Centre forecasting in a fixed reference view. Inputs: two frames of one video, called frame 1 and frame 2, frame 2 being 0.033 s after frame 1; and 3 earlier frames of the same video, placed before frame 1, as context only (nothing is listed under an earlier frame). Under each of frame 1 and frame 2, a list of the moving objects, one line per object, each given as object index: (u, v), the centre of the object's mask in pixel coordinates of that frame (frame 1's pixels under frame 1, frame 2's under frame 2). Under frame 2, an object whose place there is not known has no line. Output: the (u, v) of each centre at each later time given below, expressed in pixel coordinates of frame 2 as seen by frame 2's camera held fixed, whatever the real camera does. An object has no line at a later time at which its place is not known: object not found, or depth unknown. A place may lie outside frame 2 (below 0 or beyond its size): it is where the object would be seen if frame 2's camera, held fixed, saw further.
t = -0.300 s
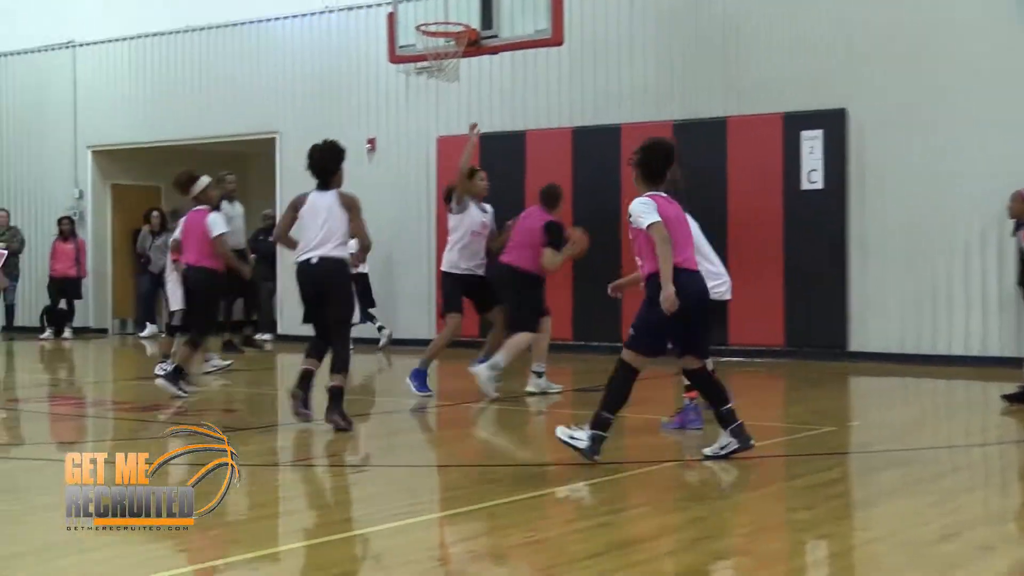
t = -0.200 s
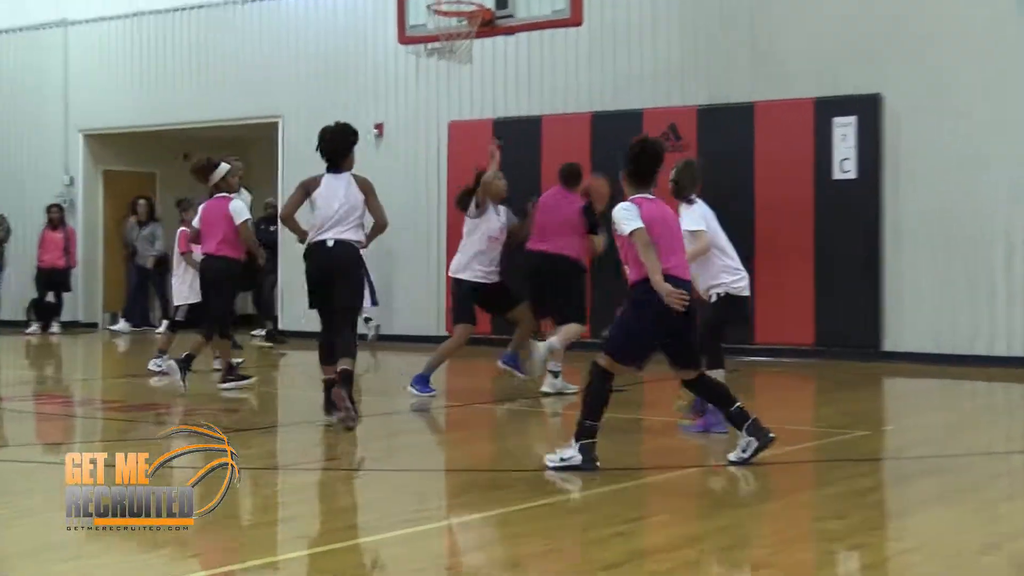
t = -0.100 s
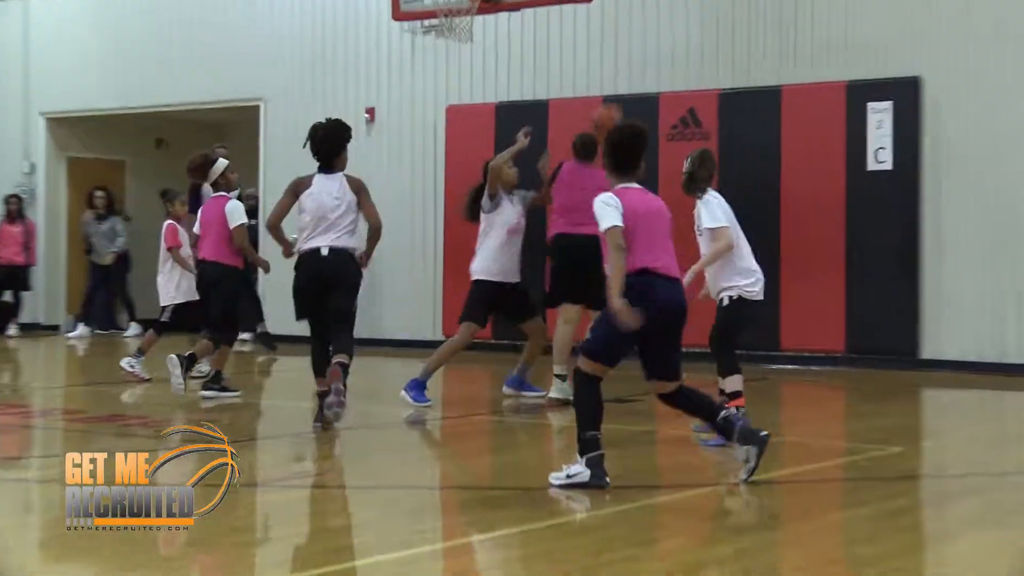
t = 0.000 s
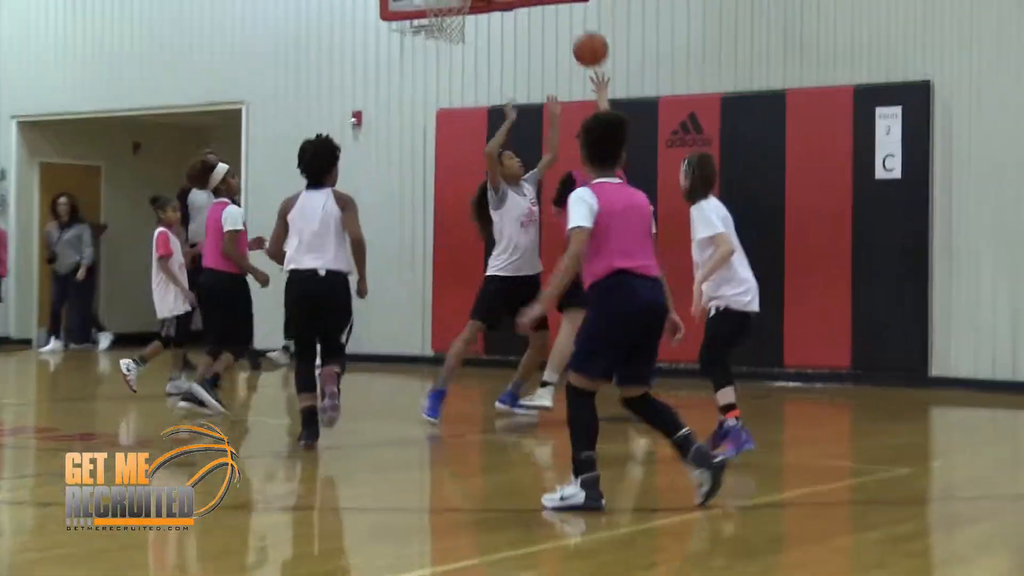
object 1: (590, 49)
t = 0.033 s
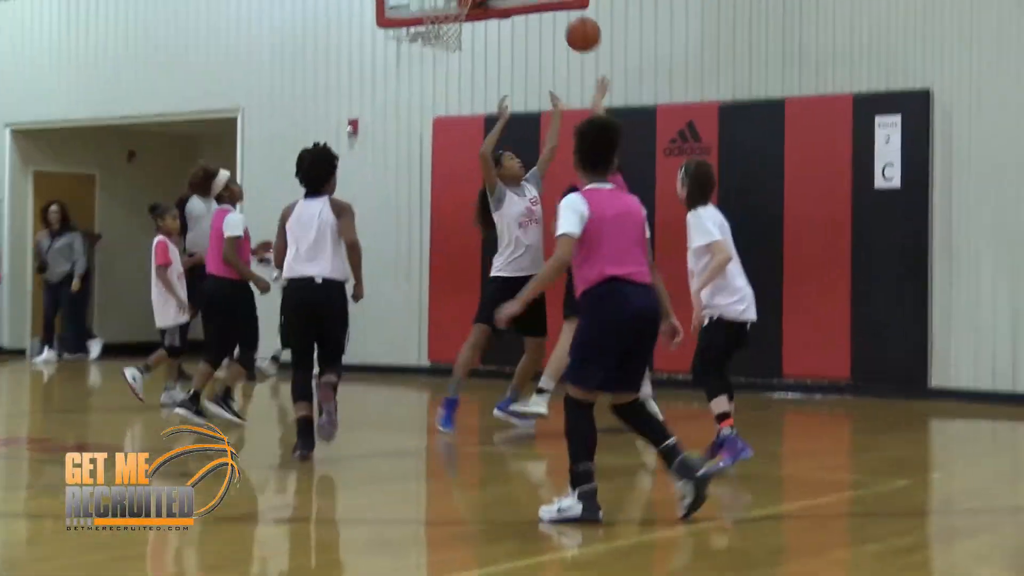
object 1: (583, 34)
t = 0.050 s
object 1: (581, 23)
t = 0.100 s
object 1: (573, -7)
